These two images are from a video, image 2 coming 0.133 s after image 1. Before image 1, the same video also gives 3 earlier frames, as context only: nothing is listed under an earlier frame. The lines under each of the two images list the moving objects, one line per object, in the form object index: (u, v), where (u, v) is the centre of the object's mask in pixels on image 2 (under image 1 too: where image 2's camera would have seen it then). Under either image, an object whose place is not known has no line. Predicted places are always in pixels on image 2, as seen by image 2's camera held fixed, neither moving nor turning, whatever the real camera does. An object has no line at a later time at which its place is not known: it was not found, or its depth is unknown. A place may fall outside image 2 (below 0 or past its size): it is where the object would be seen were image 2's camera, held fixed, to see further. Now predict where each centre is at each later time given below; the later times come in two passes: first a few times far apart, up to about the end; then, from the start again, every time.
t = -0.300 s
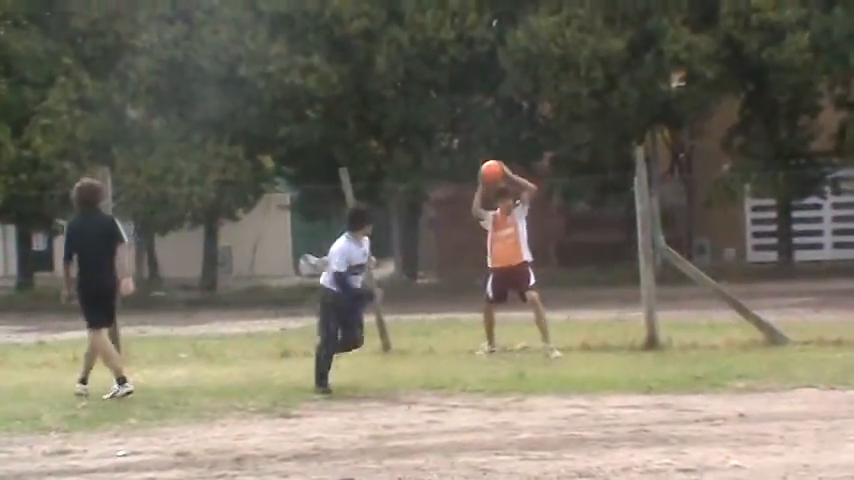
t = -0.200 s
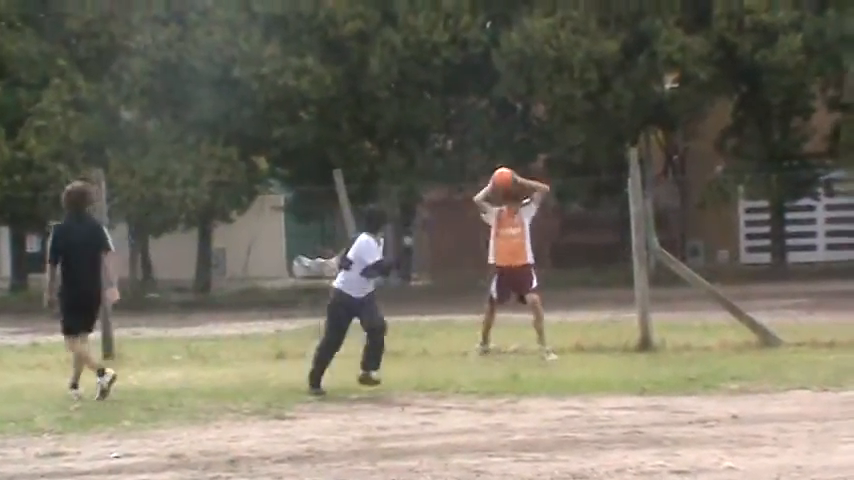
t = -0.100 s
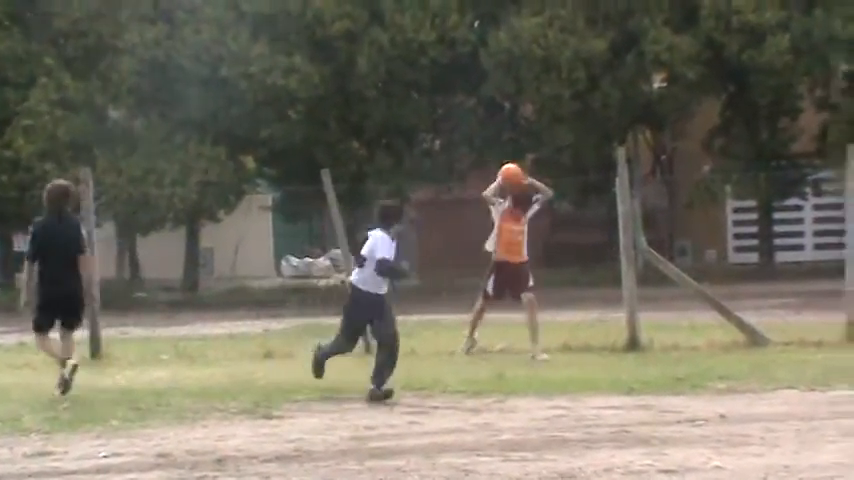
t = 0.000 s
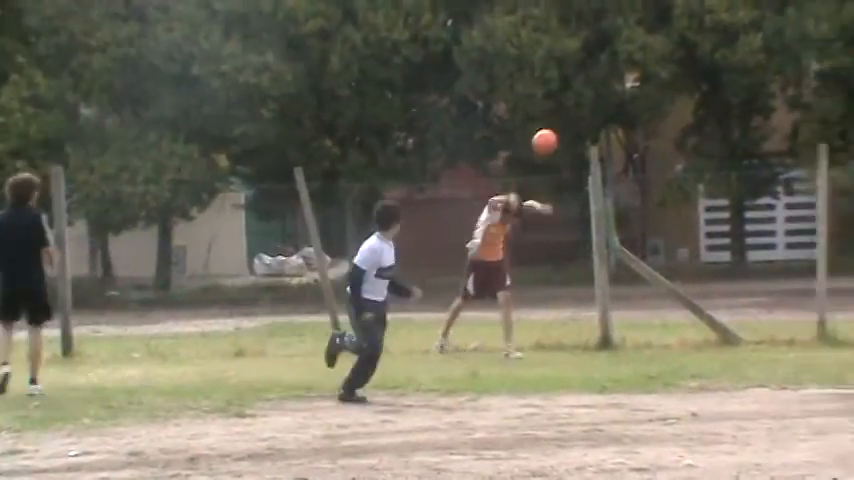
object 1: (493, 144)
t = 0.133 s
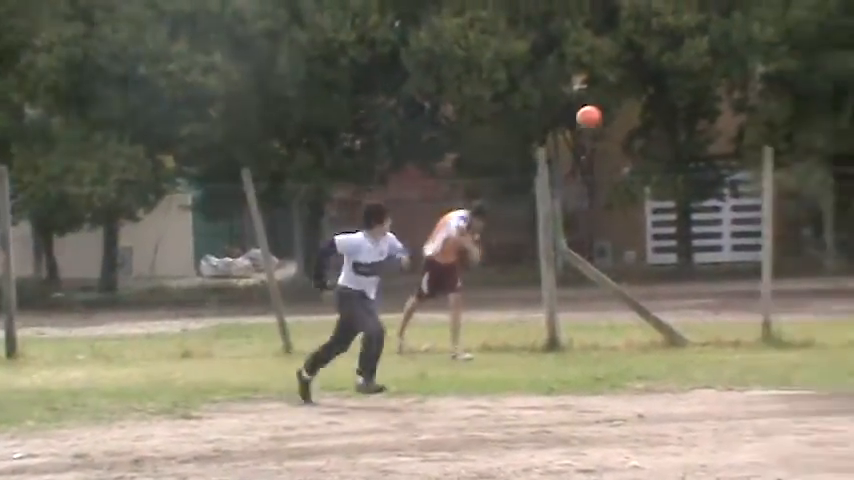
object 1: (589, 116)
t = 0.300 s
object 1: (720, 112)
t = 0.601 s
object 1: (1006, 198)
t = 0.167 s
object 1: (614, 115)
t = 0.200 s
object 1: (639, 112)
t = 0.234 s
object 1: (666, 111)
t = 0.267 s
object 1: (693, 112)
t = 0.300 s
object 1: (720, 112)
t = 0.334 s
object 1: (749, 118)
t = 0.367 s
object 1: (778, 123)
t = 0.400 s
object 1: (807, 128)
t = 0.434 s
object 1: (838, 136)
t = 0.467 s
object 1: (870, 144)
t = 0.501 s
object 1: (902, 154)
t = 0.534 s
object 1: (936, 168)
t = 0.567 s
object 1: (970, 181)
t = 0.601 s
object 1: (1006, 198)
